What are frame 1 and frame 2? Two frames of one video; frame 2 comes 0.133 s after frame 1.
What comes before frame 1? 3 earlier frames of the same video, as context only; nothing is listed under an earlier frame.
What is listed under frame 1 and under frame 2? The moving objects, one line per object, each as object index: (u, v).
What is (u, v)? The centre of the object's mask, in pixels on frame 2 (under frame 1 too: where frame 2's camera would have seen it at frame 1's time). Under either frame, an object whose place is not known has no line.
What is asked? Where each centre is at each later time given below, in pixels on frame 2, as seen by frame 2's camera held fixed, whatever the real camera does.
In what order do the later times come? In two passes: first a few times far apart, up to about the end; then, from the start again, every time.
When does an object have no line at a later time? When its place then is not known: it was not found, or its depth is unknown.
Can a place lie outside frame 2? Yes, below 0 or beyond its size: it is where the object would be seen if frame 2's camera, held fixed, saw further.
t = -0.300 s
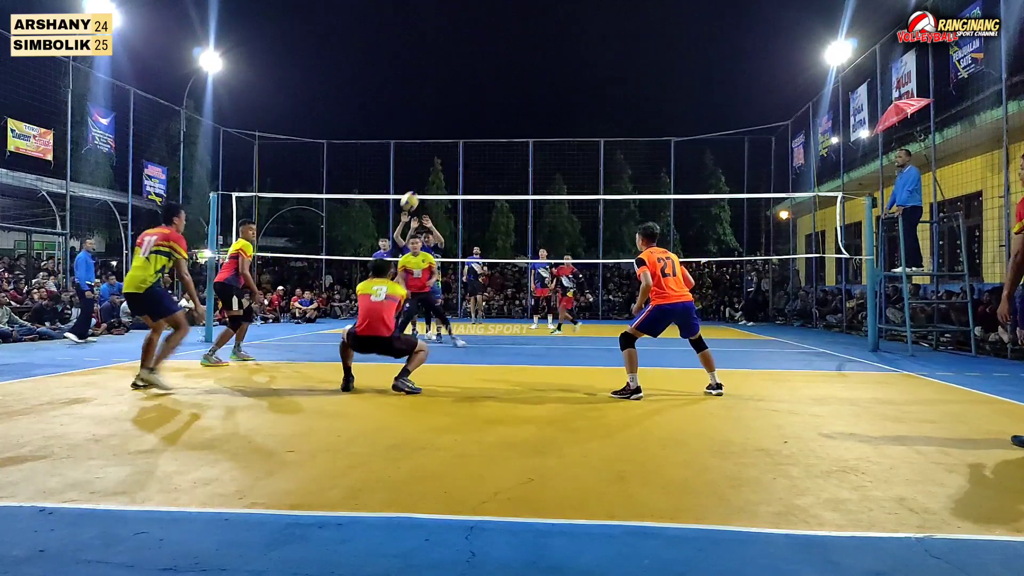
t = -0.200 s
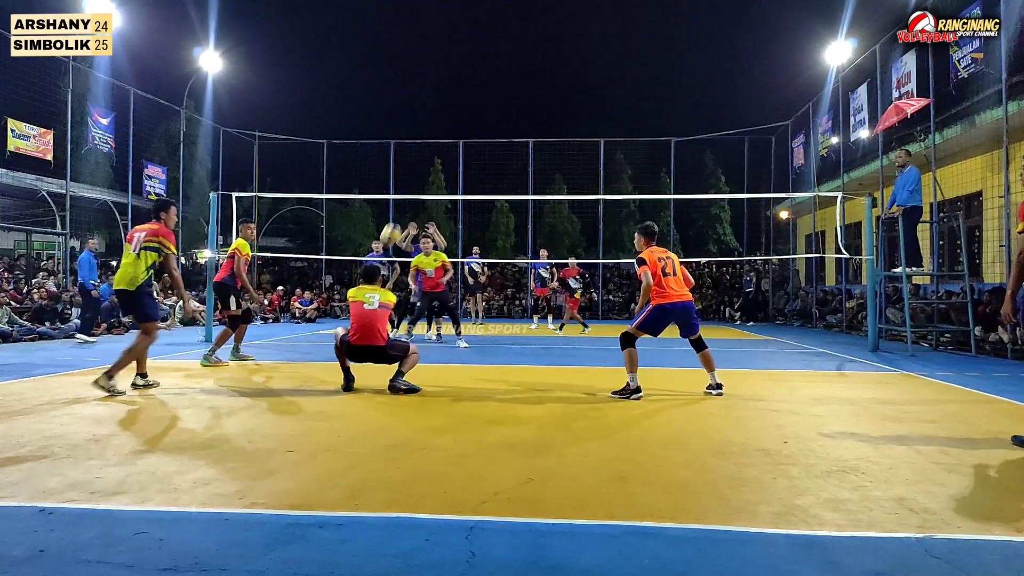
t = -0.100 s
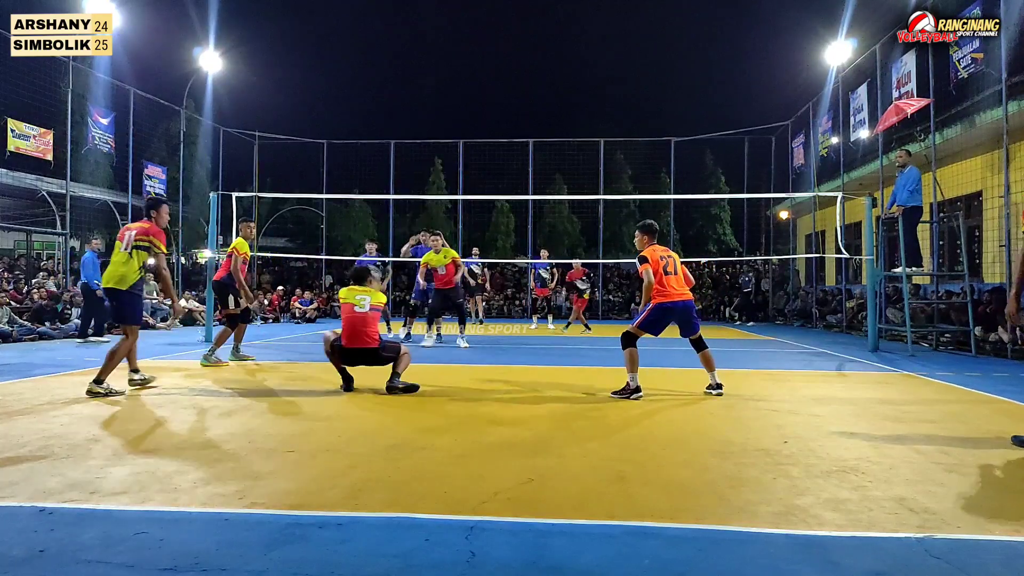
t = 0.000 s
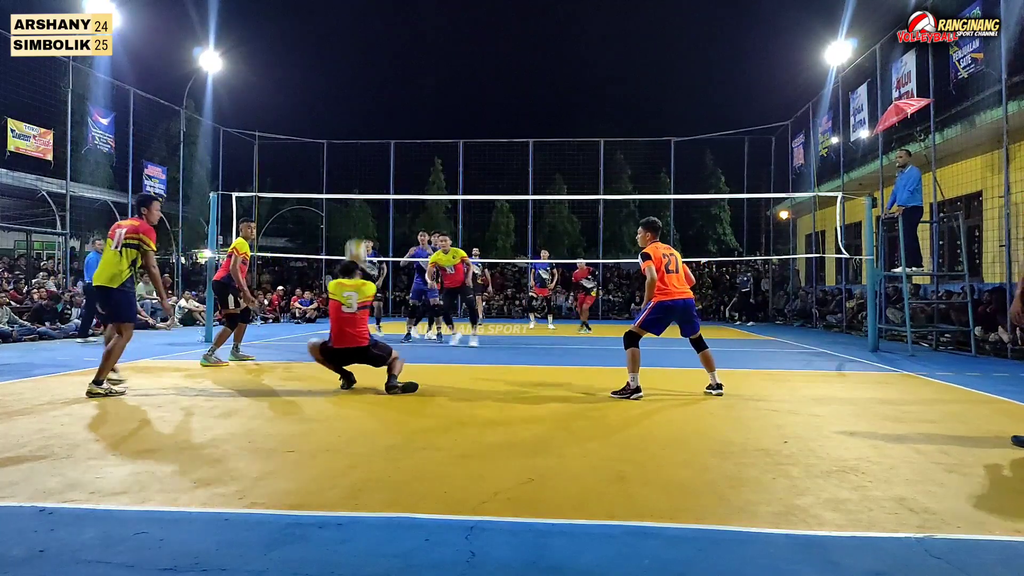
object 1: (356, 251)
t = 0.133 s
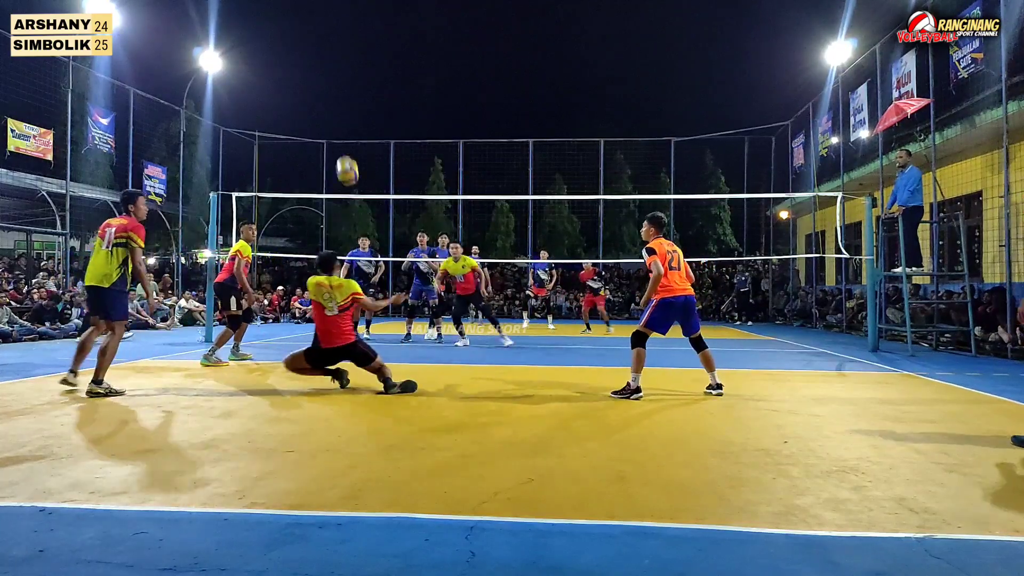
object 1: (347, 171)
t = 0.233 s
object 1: (340, 122)
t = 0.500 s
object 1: (323, 47)
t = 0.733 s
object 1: (310, 35)
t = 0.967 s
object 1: (297, 66)
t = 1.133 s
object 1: (289, 111)
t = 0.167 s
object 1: (345, 153)
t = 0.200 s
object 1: (342, 136)
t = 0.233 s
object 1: (340, 122)
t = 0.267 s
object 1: (338, 108)
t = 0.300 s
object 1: (336, 96)
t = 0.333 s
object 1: (334, 85)
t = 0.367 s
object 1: (332, 75)
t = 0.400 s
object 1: (329, 66)
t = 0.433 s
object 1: (327, 59)
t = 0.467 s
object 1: (325, 52)
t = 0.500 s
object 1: (323, 47)
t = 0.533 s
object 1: (321, 42)
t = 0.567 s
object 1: (319, 39)
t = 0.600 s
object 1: (317, 36)
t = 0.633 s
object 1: (315, 34)
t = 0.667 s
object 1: (314, 34)
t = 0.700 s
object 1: (312, 34)
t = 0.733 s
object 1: (310, 35)
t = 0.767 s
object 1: (308, 37)
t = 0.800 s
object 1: (306, 40)
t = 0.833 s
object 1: (304, 44)
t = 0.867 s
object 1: (302, 48)
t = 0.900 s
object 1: (300, 53)
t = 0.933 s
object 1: (299, 59)
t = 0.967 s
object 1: (297, 66)
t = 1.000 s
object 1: (295, 74)
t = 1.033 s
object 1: (294, 82)
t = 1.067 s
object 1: (292, 91)
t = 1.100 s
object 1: (291, 100)
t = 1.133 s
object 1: (289, 111)
